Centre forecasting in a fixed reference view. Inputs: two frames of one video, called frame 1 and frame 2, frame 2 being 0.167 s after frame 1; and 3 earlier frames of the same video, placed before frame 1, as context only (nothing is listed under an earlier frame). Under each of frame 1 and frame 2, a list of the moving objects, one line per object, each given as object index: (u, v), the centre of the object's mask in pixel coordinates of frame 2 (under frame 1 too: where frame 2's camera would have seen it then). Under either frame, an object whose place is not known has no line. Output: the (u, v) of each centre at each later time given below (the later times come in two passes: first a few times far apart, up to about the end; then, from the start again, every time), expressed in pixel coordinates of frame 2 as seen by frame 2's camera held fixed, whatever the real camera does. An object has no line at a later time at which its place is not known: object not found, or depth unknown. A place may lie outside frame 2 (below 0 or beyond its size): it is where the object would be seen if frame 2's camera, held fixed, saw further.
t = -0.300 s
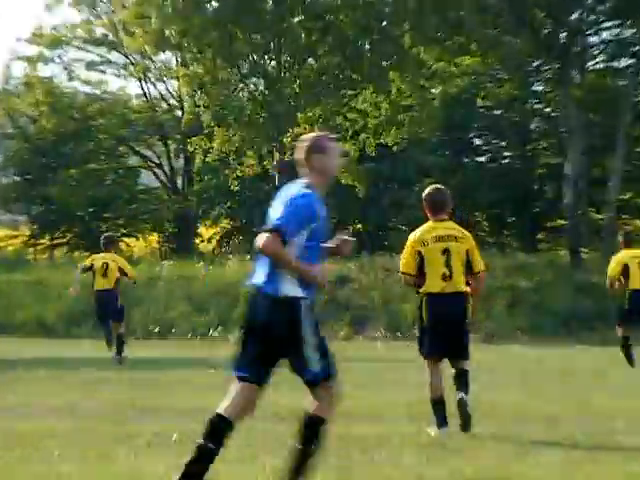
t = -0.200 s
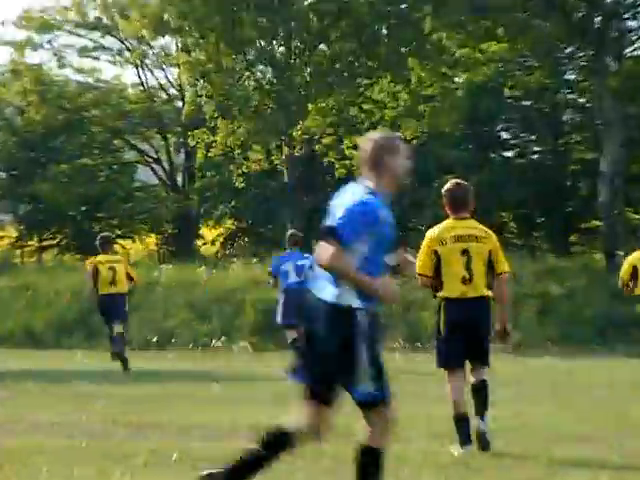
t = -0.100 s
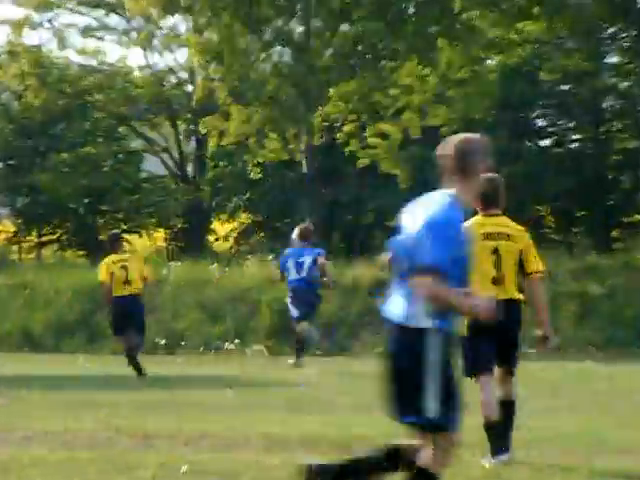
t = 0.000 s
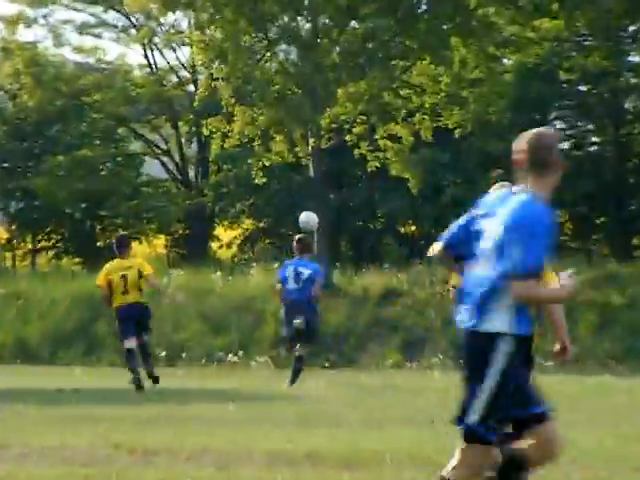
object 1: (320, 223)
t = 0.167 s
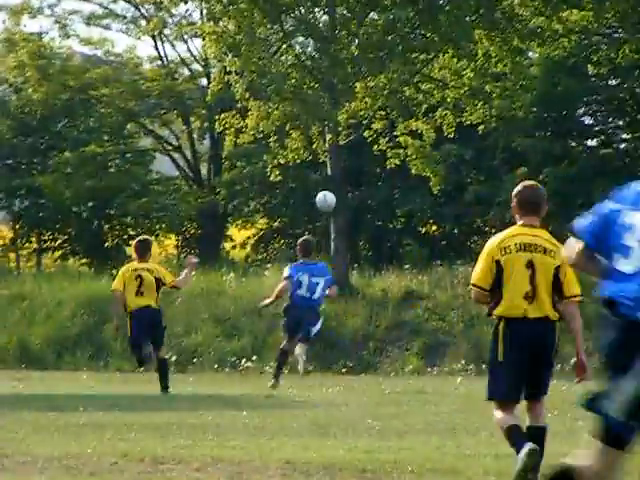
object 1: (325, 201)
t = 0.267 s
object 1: (325, 202)
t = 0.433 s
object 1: (324, 221)
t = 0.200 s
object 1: (325, 201)
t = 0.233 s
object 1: (325, 201)
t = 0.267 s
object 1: (325, 202)
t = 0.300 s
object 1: (325, 204)
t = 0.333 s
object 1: (325, 207)
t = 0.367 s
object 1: (325, 211)
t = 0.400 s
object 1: (324, 216)
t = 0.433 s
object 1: (324, 221)
